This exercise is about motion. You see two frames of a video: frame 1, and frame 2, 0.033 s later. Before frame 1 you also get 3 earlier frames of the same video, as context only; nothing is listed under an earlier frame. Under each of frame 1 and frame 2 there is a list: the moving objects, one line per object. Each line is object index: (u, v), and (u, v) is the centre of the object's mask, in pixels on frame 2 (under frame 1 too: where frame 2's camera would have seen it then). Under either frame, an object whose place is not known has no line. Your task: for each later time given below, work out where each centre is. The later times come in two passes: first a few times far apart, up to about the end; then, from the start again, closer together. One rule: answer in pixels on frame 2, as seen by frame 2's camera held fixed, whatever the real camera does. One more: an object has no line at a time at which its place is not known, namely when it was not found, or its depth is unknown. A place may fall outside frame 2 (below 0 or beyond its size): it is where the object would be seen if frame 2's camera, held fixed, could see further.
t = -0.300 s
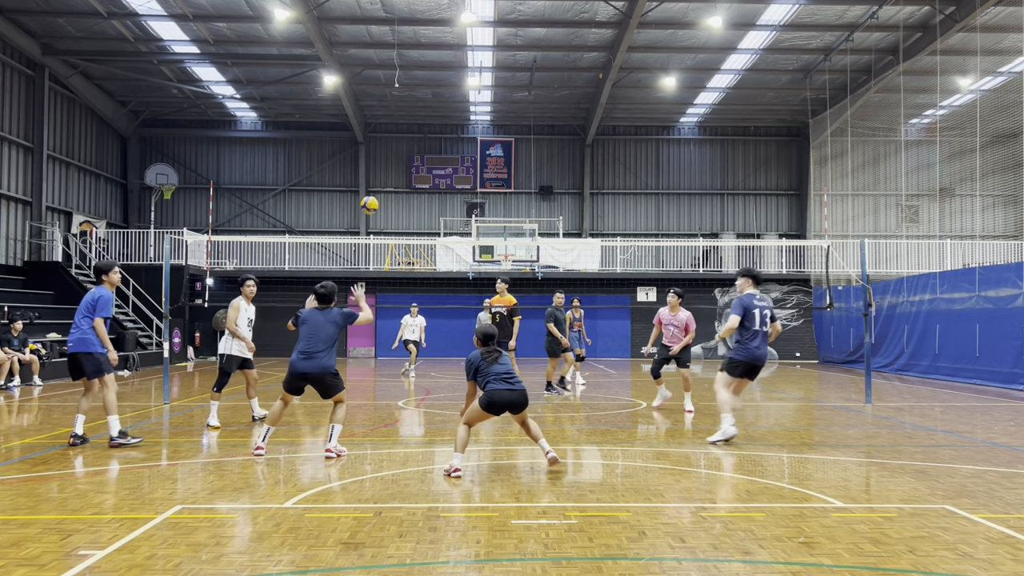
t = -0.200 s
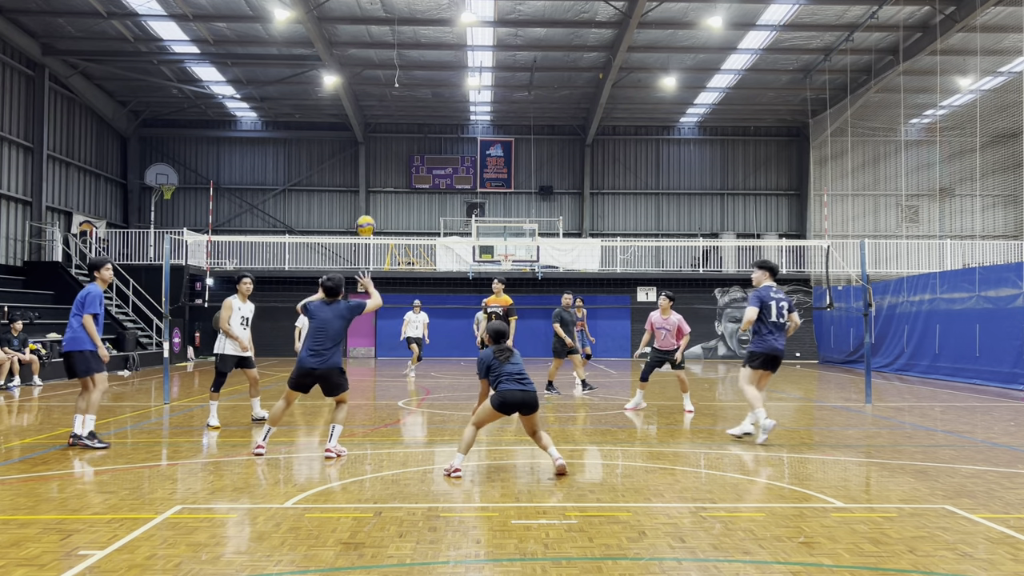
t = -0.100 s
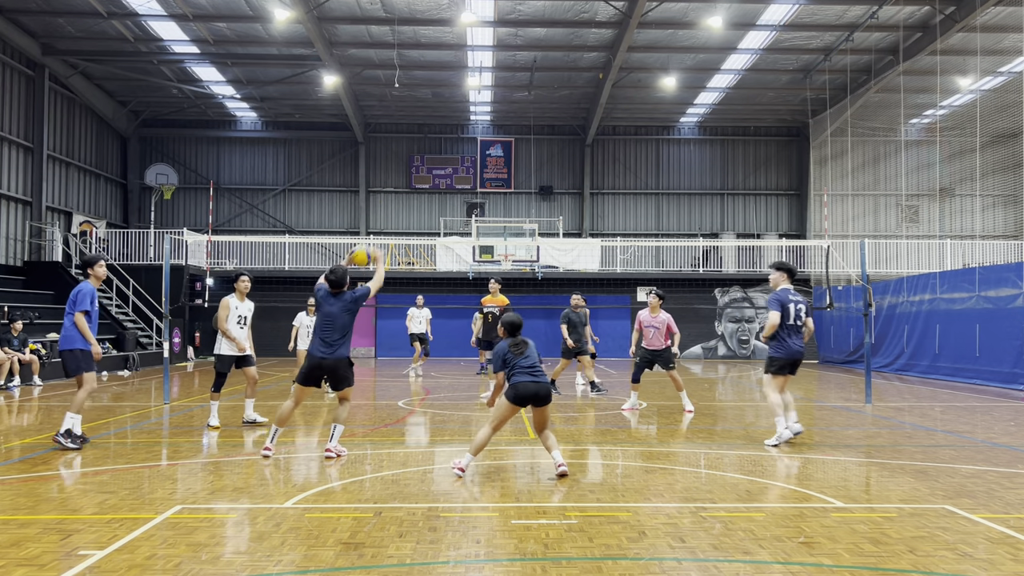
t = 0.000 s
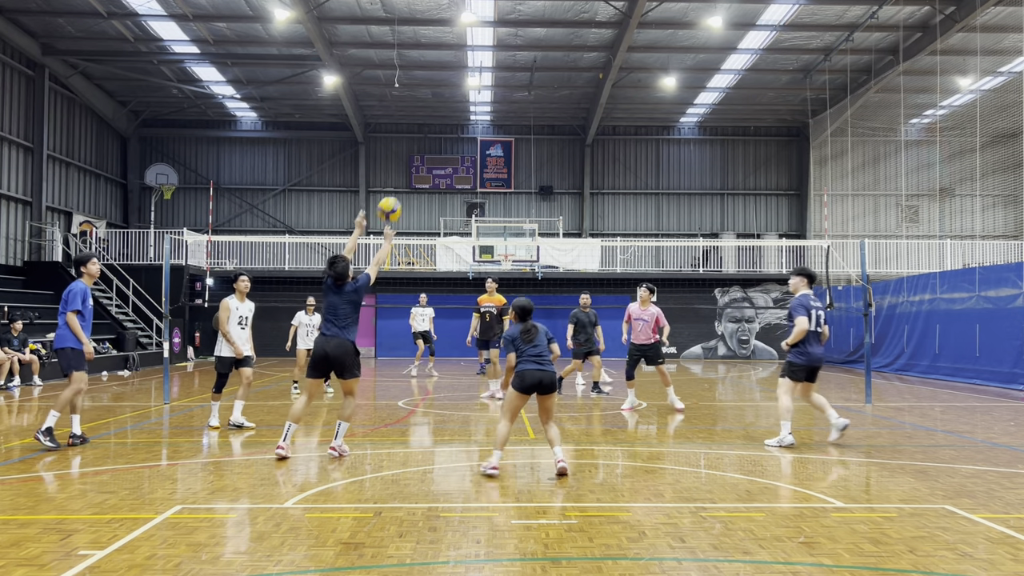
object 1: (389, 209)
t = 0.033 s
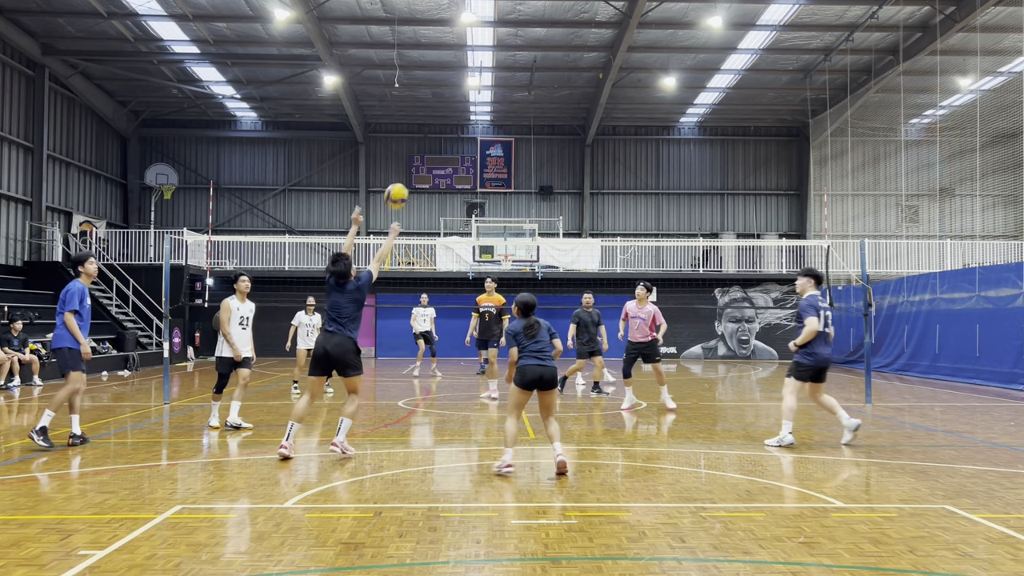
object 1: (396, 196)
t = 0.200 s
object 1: (434, 144)
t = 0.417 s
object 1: (489, 120)
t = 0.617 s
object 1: (543, 148)
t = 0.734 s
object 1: (577, 188)
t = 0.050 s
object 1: (399, 190)
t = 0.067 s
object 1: (403, 183)
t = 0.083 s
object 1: (406, 177)
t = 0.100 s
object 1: (411, 171)
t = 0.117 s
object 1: (415, 166)
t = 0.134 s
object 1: (419, 161)
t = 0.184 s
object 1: (430, 147)
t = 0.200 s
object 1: (434, 144)
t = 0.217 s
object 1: (438, 140)
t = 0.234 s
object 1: (442, 137)
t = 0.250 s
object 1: (446, 134)
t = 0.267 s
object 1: (450, 131)
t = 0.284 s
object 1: (454, 128)
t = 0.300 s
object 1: (458, 126)
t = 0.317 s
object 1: (462, 124)
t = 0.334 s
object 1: (467, 123)
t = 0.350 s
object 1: (471, 121)
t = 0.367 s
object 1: (475, 121)
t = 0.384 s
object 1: (480, 121)
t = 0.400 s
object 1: (485, 120)
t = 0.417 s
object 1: (489, 120)
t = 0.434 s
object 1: (493, 121)
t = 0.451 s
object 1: (498, 121)
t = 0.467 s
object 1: (502, 122)
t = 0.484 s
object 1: (506, 123)
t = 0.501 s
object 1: (510, 125)
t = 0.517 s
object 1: (515, 127)
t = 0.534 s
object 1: (520, 129)
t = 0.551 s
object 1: (524, 132)
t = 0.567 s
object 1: (529, 136)
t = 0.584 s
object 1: (534, 139)
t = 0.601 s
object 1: (538, 143)
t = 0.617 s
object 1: (543, 148)
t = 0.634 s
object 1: (548, 153)
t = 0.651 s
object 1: (552, 157)
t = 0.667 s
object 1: (557, 163)
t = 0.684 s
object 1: (561, 169)
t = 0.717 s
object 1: (571, 181)
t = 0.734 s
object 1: (577, 188)
